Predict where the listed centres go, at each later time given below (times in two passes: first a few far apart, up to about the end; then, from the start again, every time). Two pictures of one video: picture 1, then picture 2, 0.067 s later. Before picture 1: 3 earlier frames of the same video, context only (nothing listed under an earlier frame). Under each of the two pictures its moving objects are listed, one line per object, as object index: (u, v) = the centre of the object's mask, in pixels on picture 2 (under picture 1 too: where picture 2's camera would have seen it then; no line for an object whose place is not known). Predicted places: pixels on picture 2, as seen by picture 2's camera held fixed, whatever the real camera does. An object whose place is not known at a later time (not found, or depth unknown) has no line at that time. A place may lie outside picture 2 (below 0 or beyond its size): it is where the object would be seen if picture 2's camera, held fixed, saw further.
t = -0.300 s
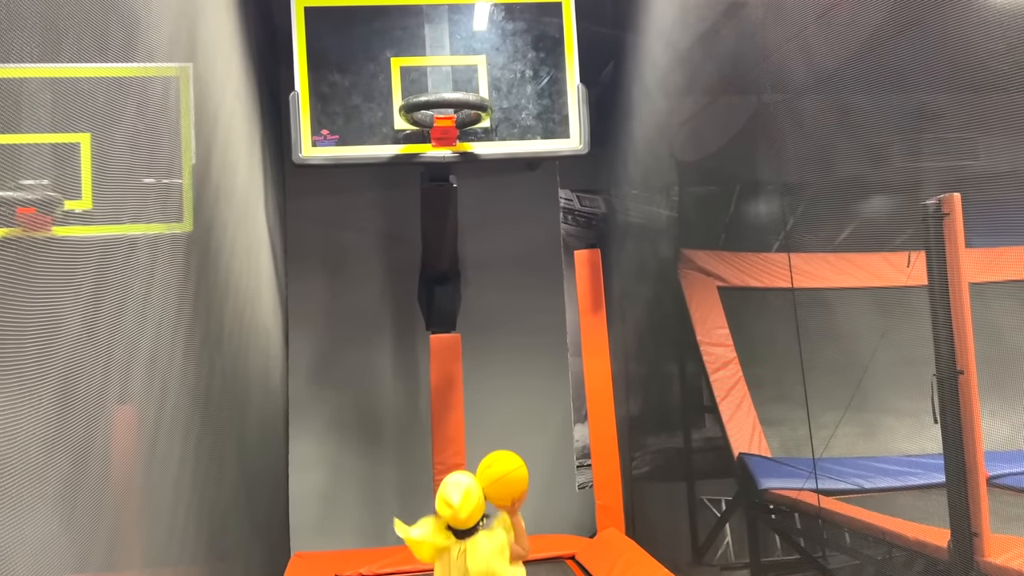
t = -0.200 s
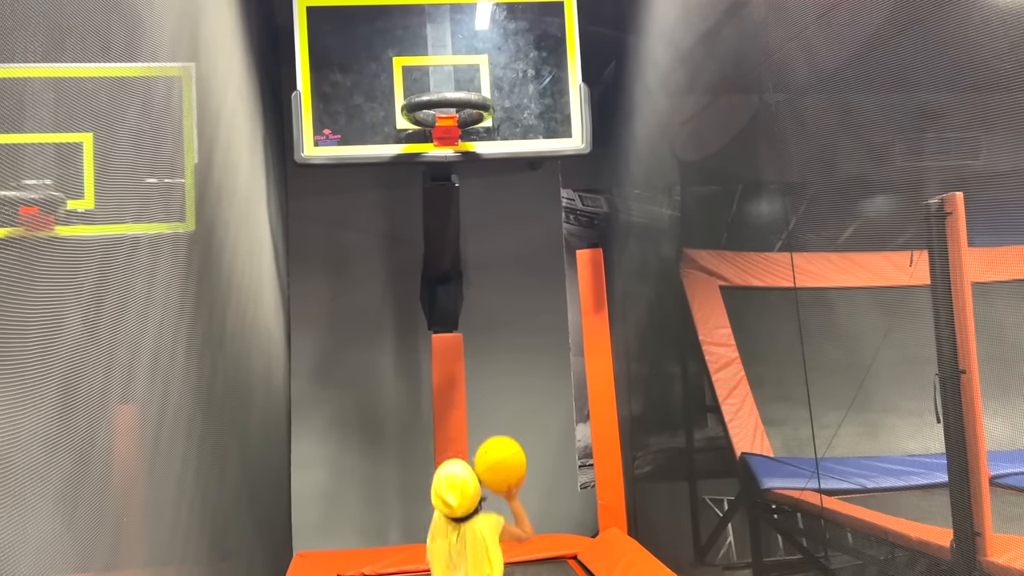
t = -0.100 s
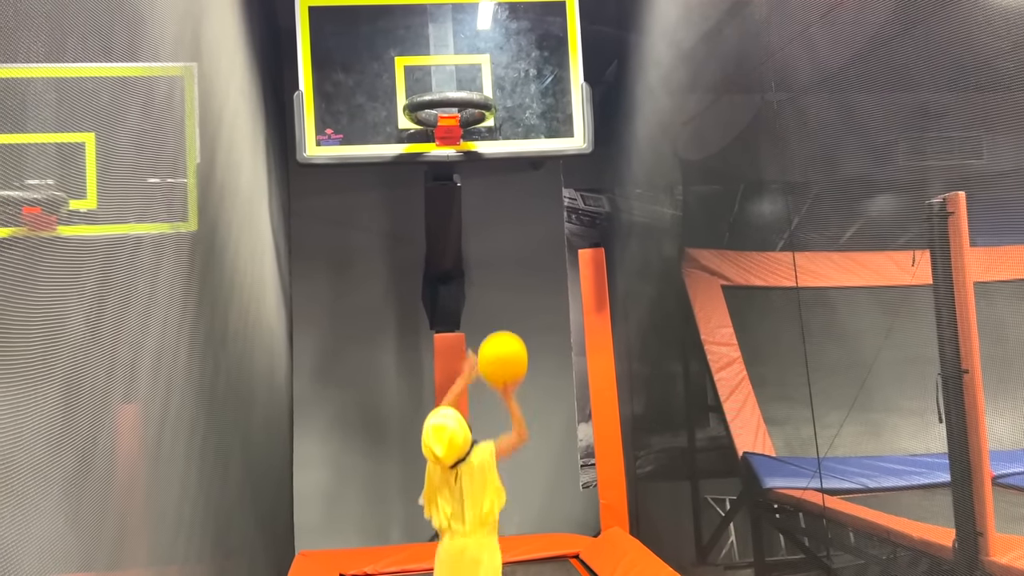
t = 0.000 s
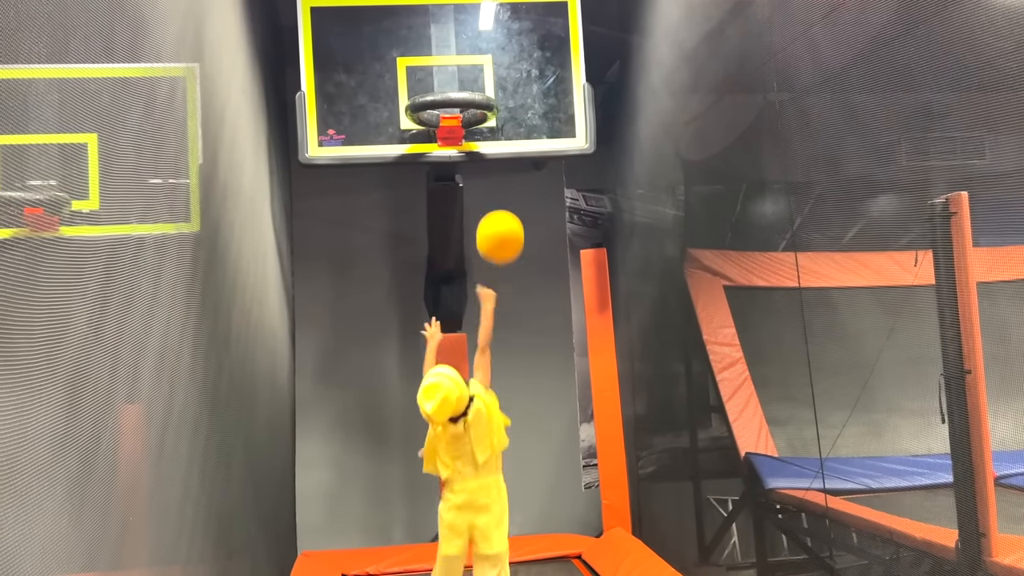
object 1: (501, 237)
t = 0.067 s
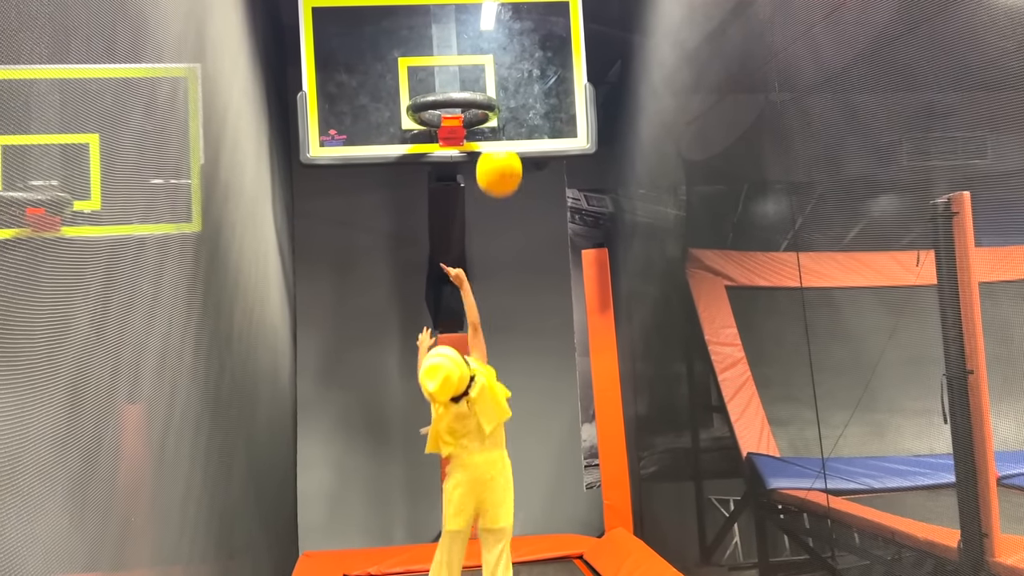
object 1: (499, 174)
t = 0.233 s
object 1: (495, 61)
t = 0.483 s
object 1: (494, 17)
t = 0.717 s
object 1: (498, 50)
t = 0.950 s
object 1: (520, 78)
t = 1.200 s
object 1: (584, 103)
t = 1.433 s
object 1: (656, 232)
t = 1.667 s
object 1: (749, 496)
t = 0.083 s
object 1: (498, 157)
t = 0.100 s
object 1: (498, 144)
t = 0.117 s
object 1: (498, 128)
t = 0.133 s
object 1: (497, 118)
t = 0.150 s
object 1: (497, 107)
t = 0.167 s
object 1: (497, 96)
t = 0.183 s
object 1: (496, 87)
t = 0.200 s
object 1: (496, 77)
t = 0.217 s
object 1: (496, 68)
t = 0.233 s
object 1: (495, 61)
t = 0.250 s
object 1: (495, 53)
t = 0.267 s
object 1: (495, 47)
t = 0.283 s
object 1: (495, 41)
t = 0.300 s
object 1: (494, 35)
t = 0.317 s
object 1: (494, 28)
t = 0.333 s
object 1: (494, 25)
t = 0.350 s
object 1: (494, 23)
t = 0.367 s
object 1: (494, 20)
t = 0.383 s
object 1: (494, 19)
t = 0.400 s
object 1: (494, 17)
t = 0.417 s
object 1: (494, 17)
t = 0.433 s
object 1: (494, 17)
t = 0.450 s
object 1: (494, 17)
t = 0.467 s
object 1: (494, 17)
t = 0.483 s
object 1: (494, 17)
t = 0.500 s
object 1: (494, 17)
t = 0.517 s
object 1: (494, 18)
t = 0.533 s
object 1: (495, 19)
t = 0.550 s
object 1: (495, 20)
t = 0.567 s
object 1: (495, 22)
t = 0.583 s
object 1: (495, 23)
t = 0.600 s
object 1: (495, 26)
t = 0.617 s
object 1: (495, 28)
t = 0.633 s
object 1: (496, 31)
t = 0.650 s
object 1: (497, 36)
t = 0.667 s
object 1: (497, 40)
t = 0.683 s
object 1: (497, 45)
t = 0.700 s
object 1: (497, 49)
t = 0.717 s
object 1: (498, 50)
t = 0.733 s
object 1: (498, 52)
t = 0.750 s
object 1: (499, 54)
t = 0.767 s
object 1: (500, 58)
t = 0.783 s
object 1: (500, 61)
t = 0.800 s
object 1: (501, 65)
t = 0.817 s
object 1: (501, 69)
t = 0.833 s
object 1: (502, 74)
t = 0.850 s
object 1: (503, 79)
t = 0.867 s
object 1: (504, 85)
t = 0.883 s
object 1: (505, 87)
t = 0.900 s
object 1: (509, 84)
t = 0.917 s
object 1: (513, 82)
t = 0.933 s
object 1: (516, 80)
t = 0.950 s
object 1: (520, 78)
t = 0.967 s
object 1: (524, 76)
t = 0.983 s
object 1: (528, 75)
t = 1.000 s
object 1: (532, 75)
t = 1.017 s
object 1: (536, 75)
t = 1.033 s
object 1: (540, 76)
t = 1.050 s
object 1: (544, 77)
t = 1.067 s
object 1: (548, 79)
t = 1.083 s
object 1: (553, 80)
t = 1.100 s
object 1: (557, 82)
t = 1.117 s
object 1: (561, 84)
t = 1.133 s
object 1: (566, 87)
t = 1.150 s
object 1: (570, 90)
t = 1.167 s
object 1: (574, 93)
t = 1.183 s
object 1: (579, 97)
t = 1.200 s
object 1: (584, 103)
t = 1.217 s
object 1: (588, 108)
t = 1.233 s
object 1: (593, 115)
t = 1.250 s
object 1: (598, 122)
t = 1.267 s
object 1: (604, 129)
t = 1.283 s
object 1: (609, 136)
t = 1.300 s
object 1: (613, 145)
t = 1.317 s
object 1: (618, 154)
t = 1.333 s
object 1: (623, 163)
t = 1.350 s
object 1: (629, 173)
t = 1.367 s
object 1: (634, 183)
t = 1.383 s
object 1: (639, 194)
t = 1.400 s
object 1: (645, 206)
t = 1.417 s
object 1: (651, 219)
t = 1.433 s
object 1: (656, 232)
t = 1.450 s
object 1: (662, 246)
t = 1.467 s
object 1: (668, 260)
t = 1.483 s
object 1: (674, 275)
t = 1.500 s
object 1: (680, 291)
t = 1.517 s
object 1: (686, 308)
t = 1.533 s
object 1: (693, 325)
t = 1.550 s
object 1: (699, 343)
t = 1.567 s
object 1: (706, 362)
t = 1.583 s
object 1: (713, 382)
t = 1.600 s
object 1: (719, 403)
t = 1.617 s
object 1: (726, 425)
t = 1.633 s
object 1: (734, 448)
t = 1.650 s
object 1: (741, 471)
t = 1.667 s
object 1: (749, 496)
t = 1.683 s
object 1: (757, 521)
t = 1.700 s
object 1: (764, 547)
